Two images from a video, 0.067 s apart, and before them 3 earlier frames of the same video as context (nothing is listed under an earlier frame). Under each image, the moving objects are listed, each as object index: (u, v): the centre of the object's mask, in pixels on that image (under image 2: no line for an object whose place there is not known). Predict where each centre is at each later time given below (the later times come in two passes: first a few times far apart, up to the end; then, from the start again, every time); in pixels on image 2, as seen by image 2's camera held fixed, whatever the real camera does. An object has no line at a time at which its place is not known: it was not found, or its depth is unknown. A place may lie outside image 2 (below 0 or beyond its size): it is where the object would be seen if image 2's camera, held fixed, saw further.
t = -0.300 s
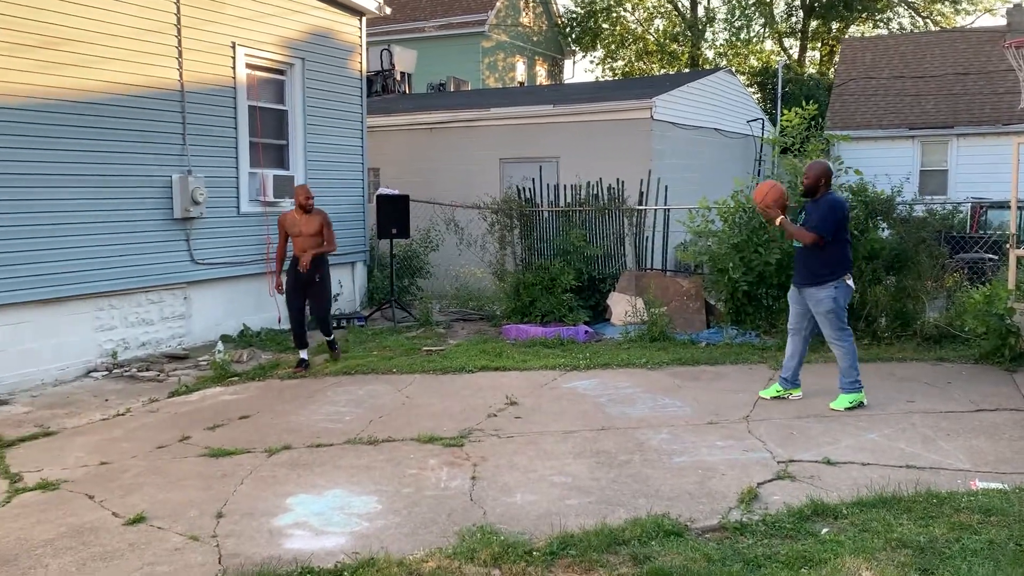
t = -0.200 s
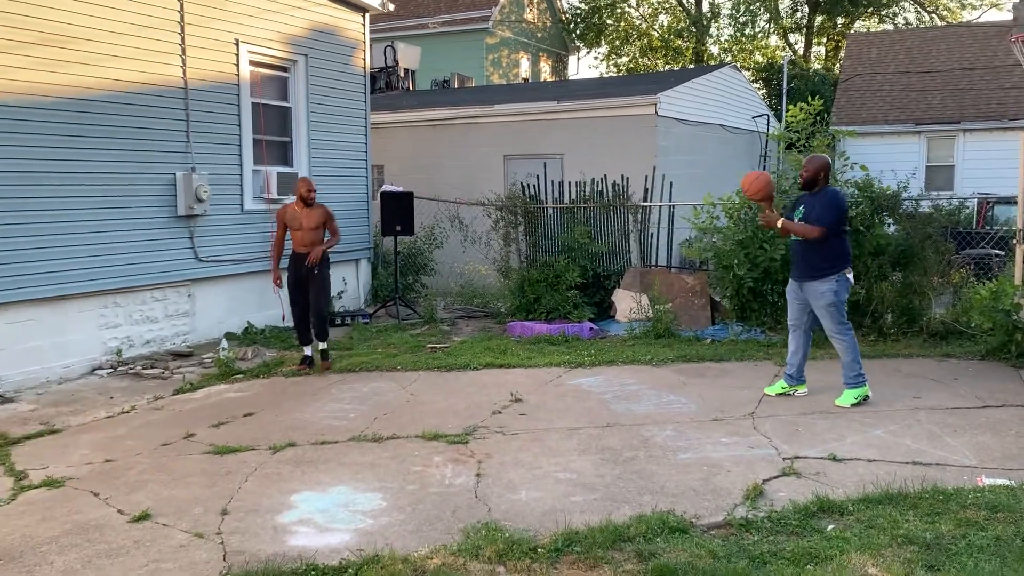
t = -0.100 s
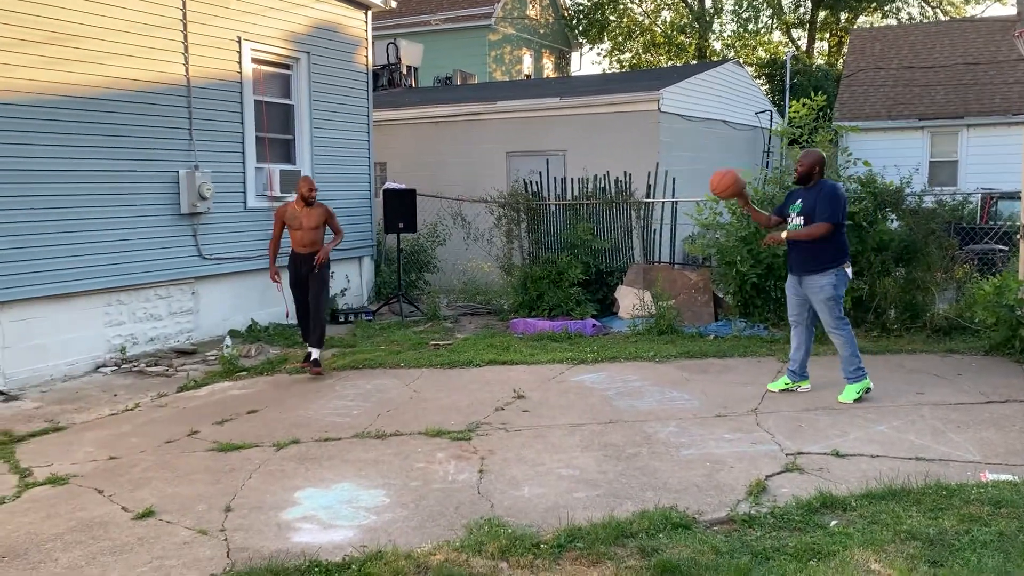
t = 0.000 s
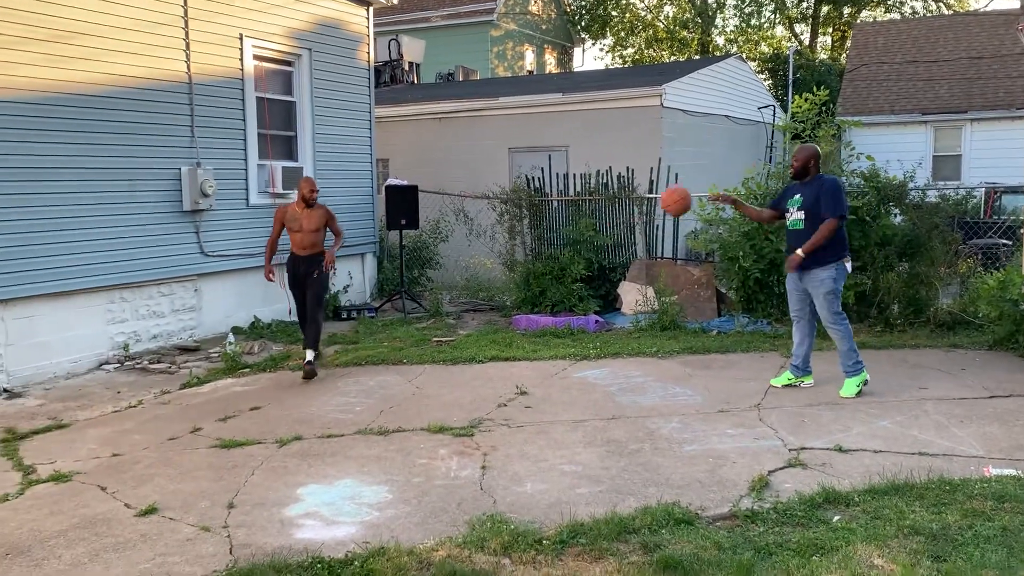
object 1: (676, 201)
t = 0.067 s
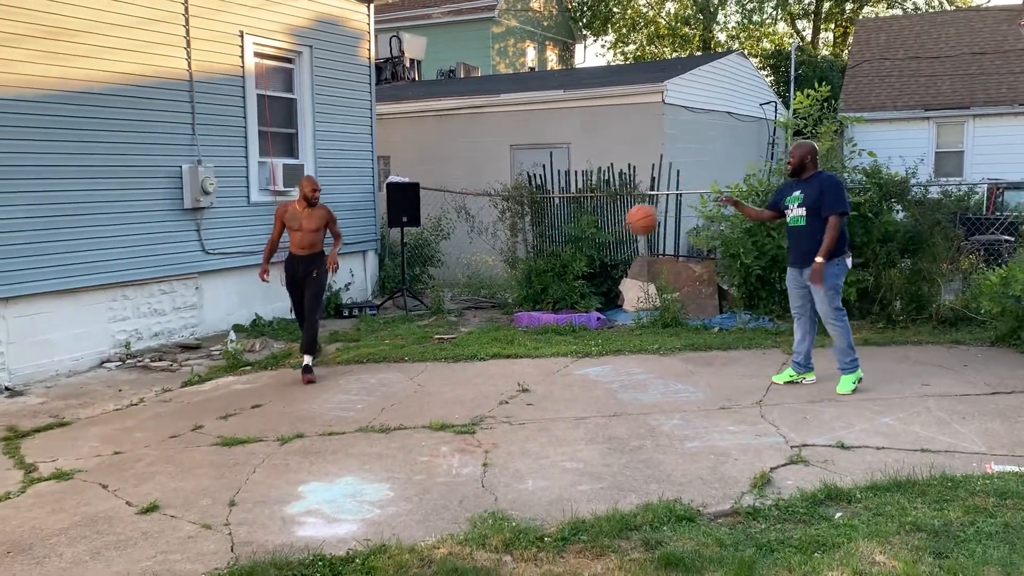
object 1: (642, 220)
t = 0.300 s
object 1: (526, 338)
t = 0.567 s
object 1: (442, 272)
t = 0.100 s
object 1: (625, 233)
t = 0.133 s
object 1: (607, 247)
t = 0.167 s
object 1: (591, 262)
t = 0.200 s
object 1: (575, 279)
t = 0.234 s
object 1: (558, 298)
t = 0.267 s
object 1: (542, 317)
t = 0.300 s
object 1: (526, 338)
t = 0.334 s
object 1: (511, 360)
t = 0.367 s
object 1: (498, 367)
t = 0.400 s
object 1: (488, 348)
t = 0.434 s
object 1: (478, 330)
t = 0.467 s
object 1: (470, 314)
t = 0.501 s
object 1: (460, 299)
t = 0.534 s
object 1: (451, 284)
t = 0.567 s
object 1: (442, 272)
